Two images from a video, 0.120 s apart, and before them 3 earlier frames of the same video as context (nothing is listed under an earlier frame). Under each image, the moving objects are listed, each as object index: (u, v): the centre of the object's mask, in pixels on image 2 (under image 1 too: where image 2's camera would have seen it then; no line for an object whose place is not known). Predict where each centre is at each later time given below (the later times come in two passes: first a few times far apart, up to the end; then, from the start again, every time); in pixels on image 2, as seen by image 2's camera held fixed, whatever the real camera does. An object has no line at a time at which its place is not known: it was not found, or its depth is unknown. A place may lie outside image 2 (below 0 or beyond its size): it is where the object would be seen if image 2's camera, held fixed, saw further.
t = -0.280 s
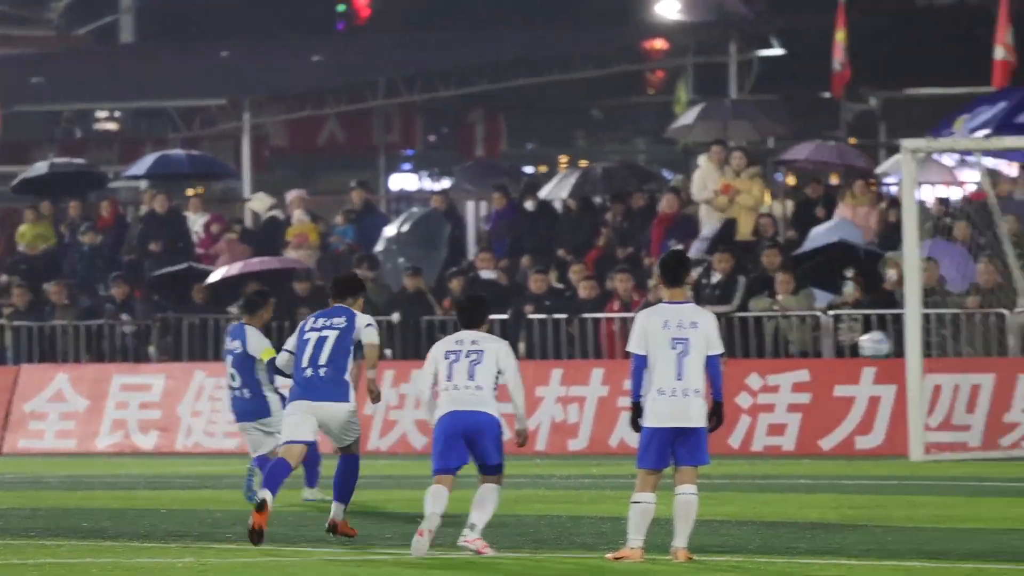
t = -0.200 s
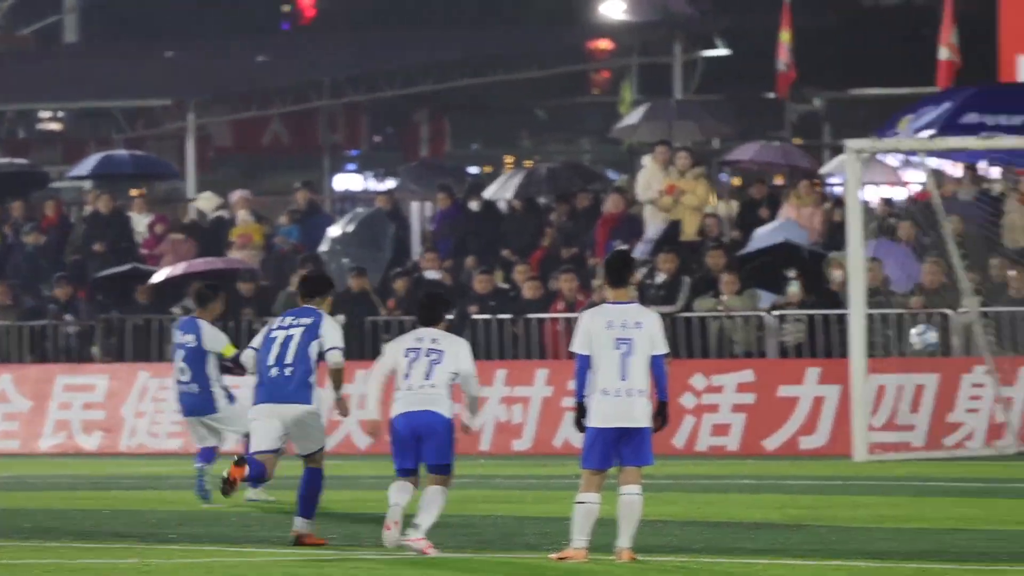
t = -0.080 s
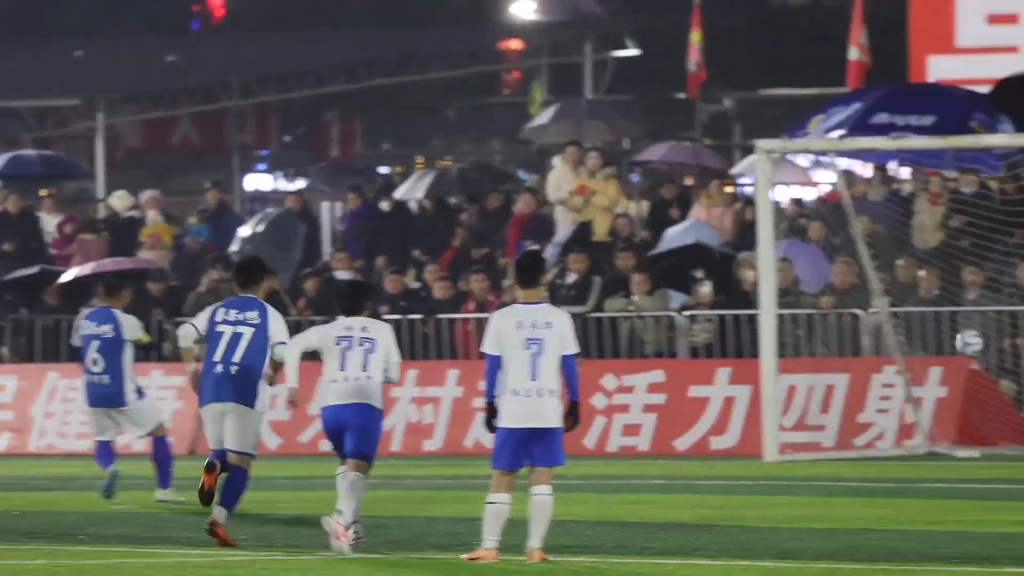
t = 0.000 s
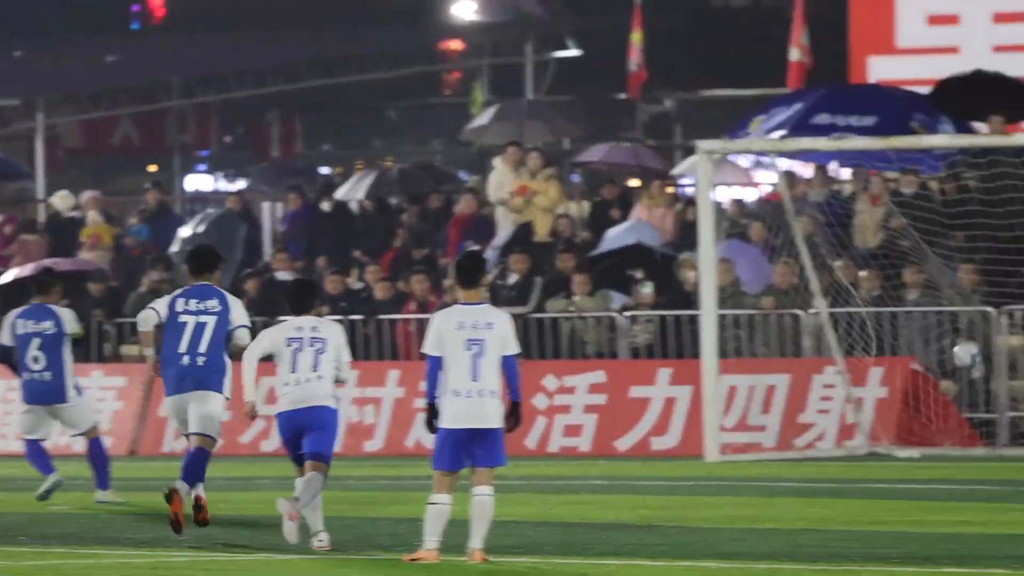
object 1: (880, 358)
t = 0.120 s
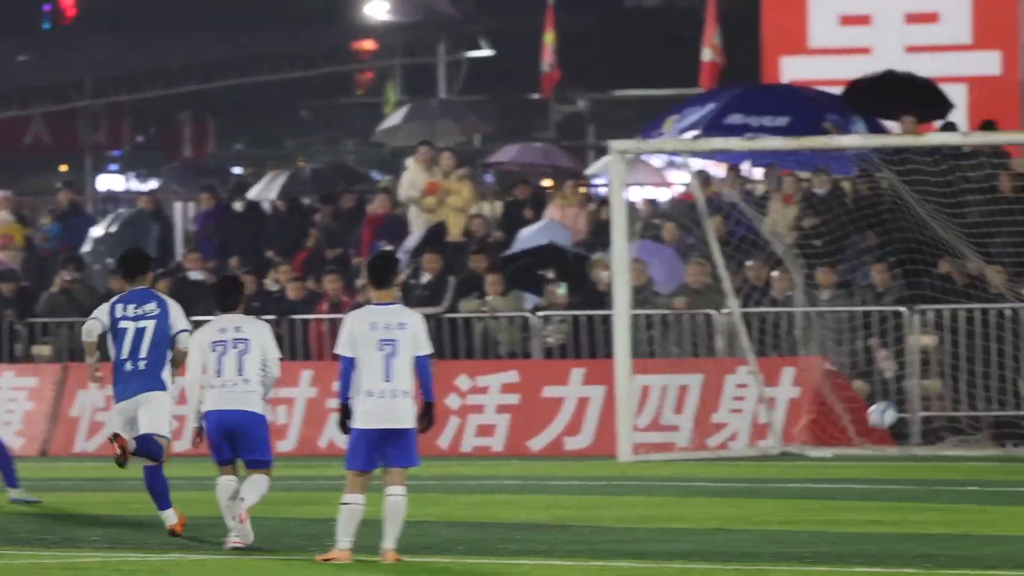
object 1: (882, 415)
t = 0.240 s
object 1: (874, 417)
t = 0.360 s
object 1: (862, 382)
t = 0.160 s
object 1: (882, 440)
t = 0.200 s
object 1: (877, 433)
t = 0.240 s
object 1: (874, 417)
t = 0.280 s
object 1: (870, 403)
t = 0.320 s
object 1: (866, 392)
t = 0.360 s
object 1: (862, 382)
